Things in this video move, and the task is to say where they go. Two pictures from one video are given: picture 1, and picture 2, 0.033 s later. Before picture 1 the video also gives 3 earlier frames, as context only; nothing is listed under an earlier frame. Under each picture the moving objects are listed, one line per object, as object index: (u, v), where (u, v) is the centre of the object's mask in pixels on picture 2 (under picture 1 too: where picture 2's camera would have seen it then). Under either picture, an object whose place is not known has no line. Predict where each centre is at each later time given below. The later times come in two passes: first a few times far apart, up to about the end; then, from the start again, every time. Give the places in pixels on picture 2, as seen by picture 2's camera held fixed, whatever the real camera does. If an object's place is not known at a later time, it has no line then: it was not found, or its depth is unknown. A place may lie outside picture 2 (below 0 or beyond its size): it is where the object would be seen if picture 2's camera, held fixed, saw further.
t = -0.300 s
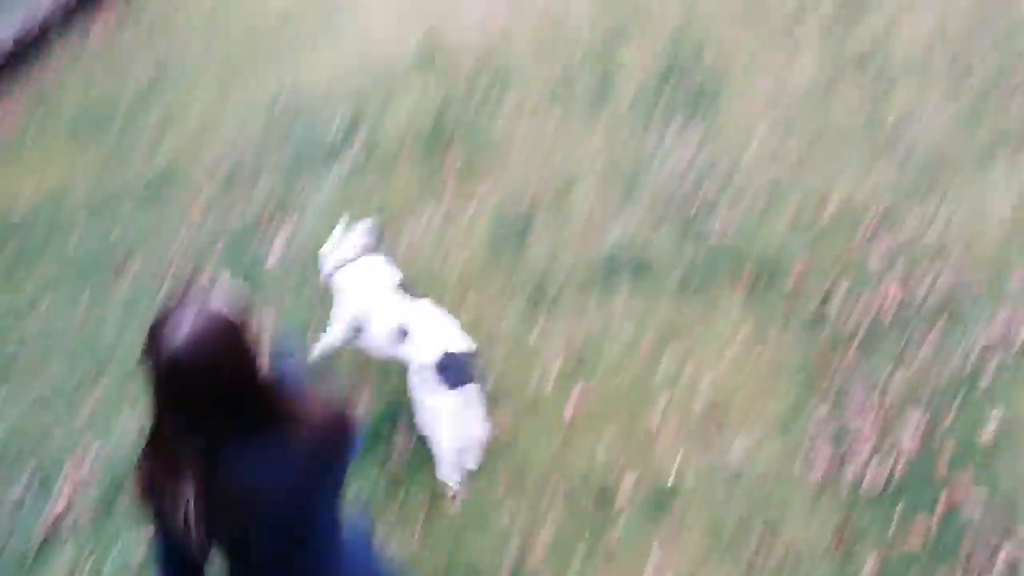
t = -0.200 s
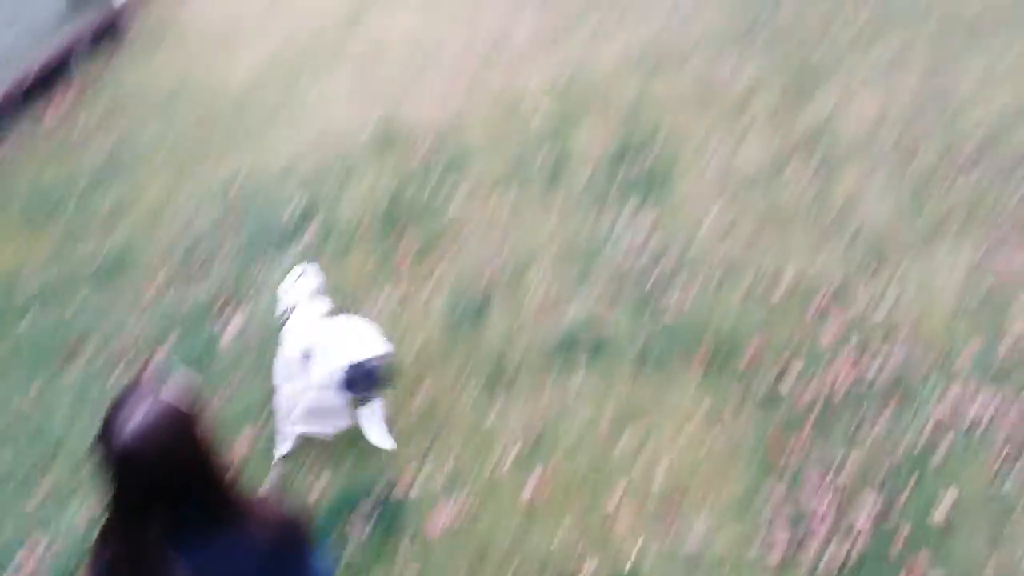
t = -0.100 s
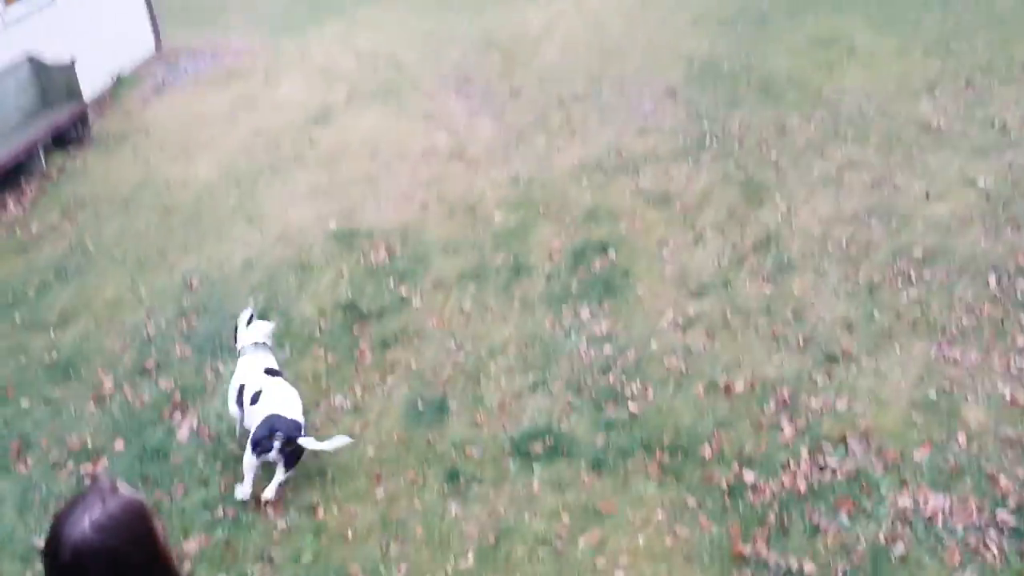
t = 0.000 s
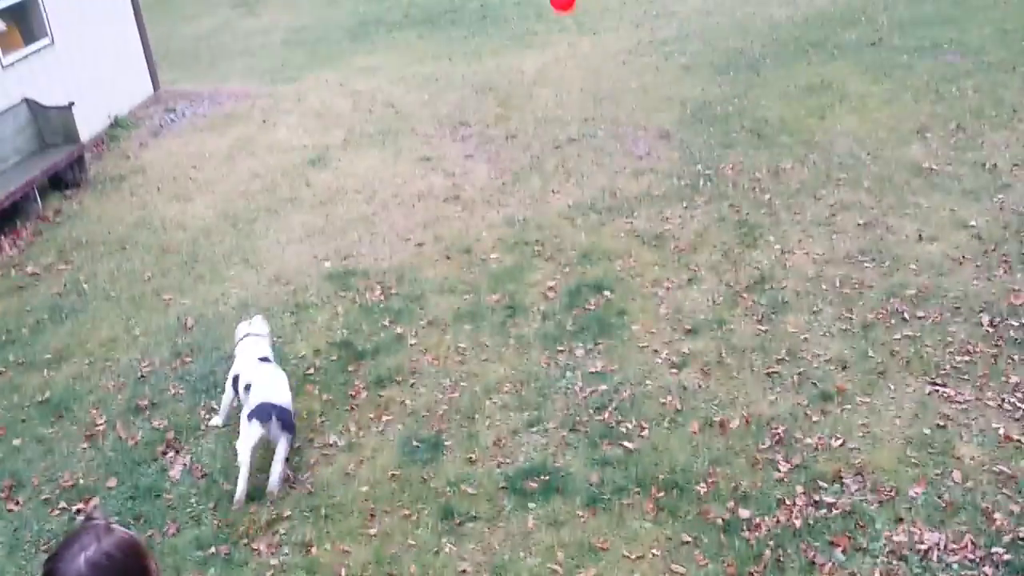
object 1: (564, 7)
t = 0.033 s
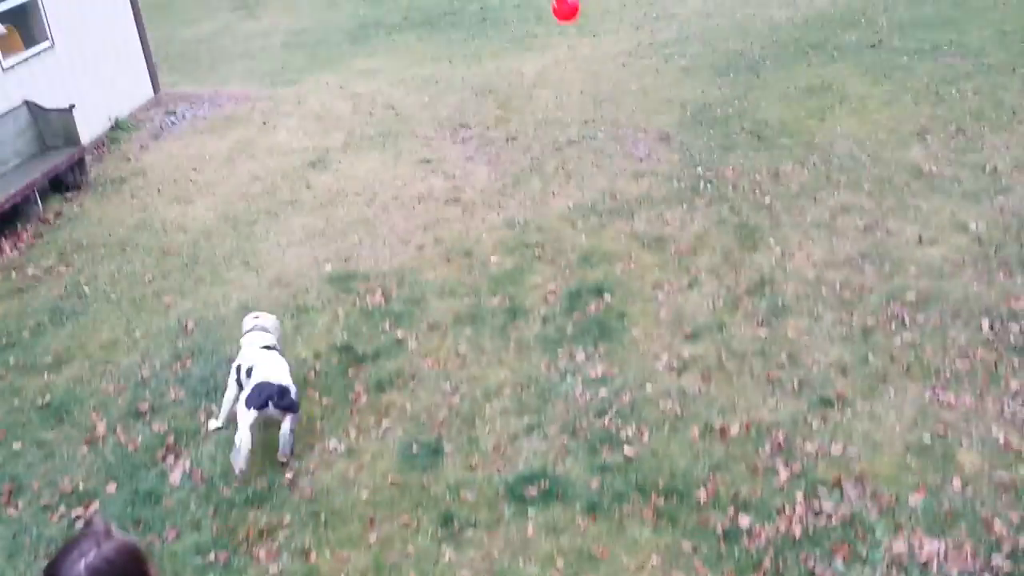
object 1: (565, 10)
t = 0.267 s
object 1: (589, 86)
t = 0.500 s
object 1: (591, 73)
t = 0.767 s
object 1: (587, 27)
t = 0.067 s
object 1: (570, 13)
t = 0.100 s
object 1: (574, 25)
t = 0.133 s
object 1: (577, 36)
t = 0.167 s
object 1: (579, 47)
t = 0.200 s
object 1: (582, 59)
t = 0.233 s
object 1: (586, 73)
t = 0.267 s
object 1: (589, 86)
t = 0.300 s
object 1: (592, 101)
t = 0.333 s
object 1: (594, 117)
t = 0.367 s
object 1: (597, 129)
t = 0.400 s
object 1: (597, 117)
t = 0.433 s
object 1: (594, 101)
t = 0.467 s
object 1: (593, 86)
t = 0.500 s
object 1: (591, 73)
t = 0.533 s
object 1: (590, 65)
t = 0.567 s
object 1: (589, 55)
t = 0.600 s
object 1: (587, 47)
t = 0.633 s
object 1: (587, 40)
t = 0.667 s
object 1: (587, 34)
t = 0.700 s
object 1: (588, 29)
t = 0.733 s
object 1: (588, 28)
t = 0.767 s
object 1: (587, 27)
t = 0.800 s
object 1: (586, 27)
